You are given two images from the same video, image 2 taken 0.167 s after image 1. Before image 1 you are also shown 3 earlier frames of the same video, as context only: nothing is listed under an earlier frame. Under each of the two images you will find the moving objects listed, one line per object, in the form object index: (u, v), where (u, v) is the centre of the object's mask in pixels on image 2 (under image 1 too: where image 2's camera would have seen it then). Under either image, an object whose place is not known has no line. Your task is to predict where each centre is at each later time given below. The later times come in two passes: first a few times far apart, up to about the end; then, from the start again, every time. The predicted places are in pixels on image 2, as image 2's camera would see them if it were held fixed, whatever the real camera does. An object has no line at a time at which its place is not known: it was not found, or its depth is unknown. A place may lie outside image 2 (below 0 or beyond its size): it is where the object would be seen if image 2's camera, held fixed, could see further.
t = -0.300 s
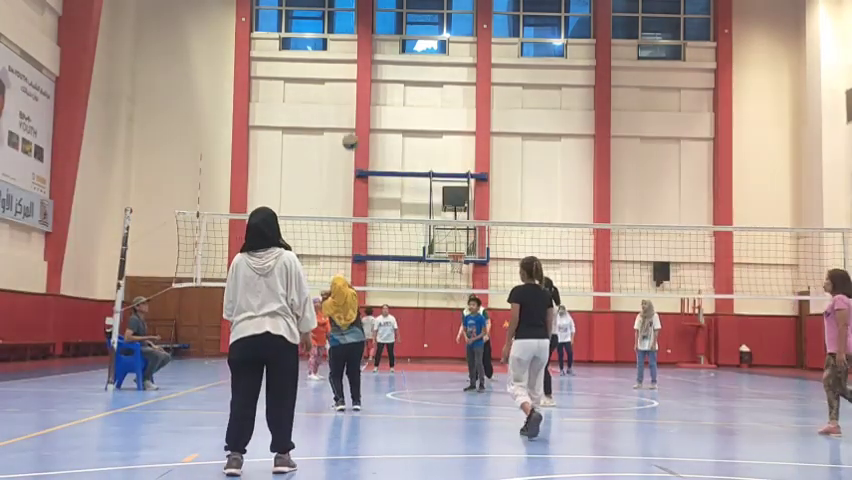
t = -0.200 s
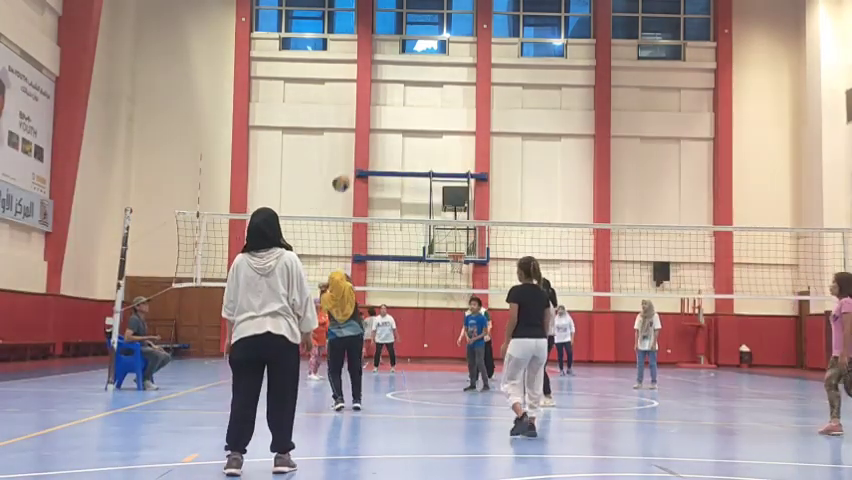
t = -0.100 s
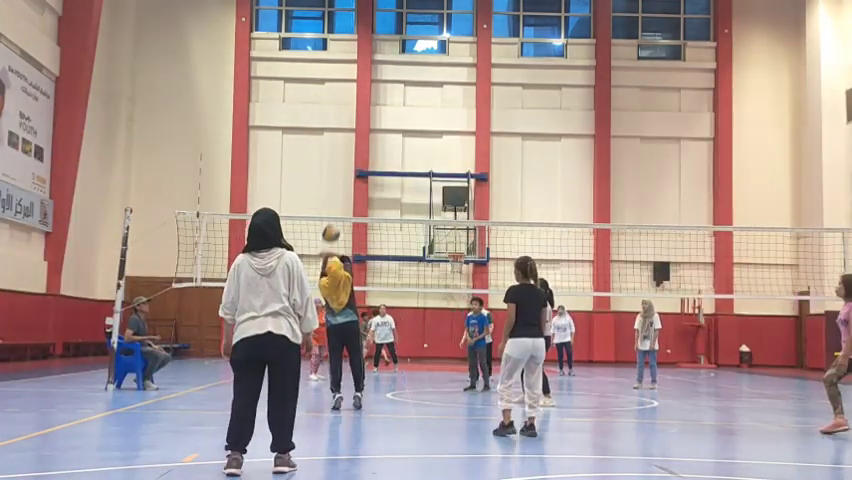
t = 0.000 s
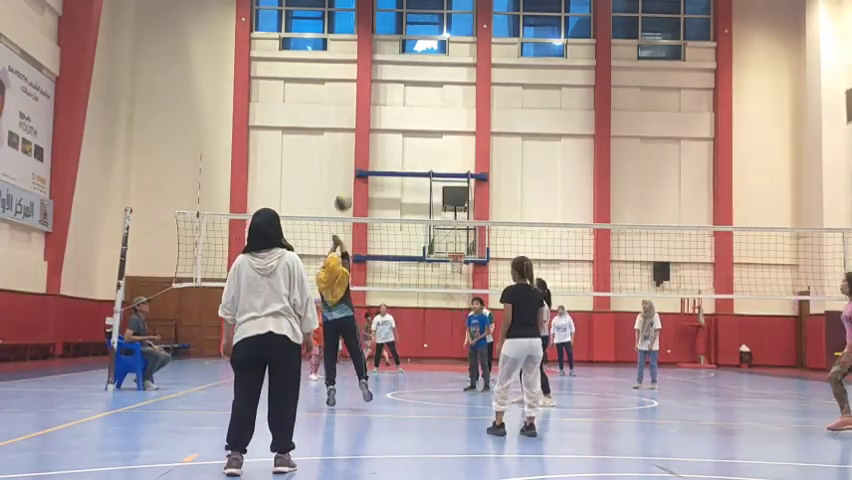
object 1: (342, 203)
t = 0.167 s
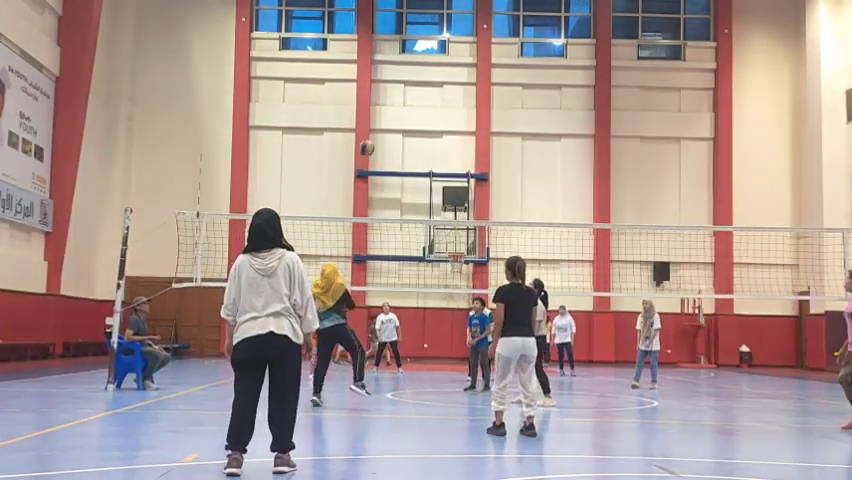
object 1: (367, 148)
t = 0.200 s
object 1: (370, 141)
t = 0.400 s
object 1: (393, 119)
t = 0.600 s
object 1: (411, 122)
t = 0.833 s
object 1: (427, 151)
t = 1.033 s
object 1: (439, 192)
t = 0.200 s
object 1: (370, 141)
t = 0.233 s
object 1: (375, 136)
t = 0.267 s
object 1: (378, 130)
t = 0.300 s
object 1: (382, 126)
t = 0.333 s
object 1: (386, 123)
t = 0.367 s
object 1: (389, 120)
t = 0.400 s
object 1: (393, 119)
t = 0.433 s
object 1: (396, 118)
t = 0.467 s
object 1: (399, 117)
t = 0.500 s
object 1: (402, 118)
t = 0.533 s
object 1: (405, 118)
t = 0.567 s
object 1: (408, 120)
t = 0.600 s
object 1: (411, 122)
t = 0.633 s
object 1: (413, 125)
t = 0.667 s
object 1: (416, 128)
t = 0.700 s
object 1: (418, 132)
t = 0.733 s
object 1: (420, 136)
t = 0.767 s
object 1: (423, 141)
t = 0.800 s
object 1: (425, 146)
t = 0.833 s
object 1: (427, 151)
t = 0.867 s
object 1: (429, 157)
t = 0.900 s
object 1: (431, 163)
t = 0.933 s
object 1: (434, 170)
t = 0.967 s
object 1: (436, 176)
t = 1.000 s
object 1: (437, 184)
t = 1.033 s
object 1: (439, 192)
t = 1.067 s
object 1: (441, 200)
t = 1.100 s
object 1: (443, 208)
